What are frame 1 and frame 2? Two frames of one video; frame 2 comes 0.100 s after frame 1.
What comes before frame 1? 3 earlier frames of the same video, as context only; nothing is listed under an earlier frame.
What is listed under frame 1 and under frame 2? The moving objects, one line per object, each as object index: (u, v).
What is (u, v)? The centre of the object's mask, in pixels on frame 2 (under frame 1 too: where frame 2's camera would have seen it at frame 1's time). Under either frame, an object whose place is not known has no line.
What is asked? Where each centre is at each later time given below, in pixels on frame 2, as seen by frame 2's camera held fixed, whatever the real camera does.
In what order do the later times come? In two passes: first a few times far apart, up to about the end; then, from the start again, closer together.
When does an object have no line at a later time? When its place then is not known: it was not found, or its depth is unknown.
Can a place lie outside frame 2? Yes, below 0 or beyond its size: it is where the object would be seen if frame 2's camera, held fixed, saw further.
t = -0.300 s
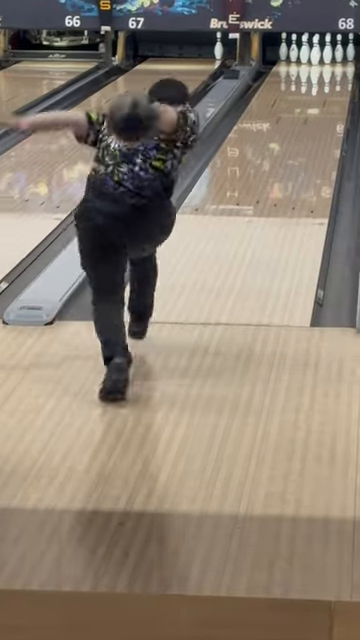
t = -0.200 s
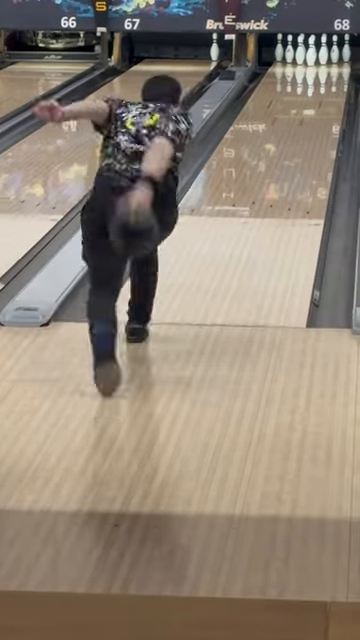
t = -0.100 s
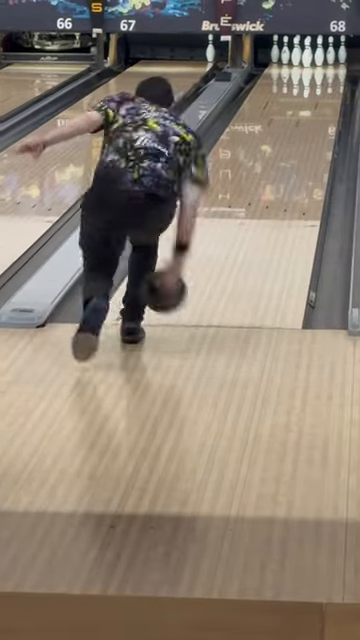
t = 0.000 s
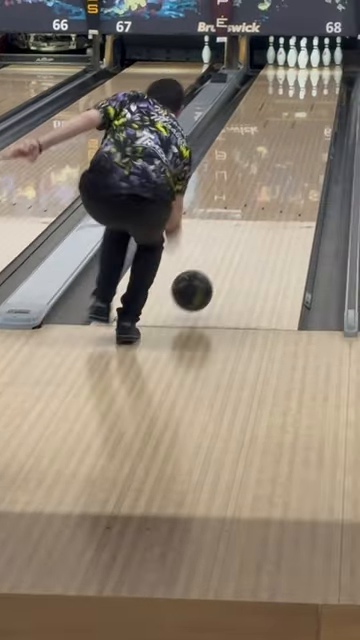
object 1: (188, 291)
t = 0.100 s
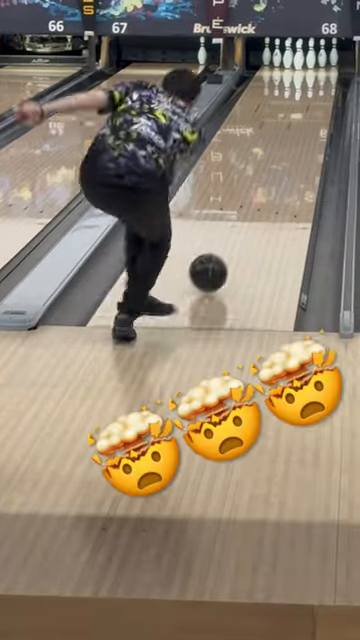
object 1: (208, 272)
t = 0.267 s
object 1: (236, 238)
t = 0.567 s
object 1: (274, 187)
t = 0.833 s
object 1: (295, 158)
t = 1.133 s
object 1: (316, 124)
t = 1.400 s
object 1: (325, 104)
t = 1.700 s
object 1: (325, 88)
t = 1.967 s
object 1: (318, 75)
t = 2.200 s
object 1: (307, 65)
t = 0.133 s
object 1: (214, 265)
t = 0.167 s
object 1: (220, 259)
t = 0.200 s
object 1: (226, 251)
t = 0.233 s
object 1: (231, 244)
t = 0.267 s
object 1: (236, 238)
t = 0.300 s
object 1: (241, 231)
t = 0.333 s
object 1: (246, 225)
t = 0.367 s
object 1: (250, 218)
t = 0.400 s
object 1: (255, 213)
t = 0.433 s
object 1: (259, 207)
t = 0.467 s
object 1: (263, 202)
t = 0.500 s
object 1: (266, 197)
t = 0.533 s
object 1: (270, 191)
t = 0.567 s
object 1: (274, 187)
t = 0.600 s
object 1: (277, 182)
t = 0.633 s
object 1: (280, 177)
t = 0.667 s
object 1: (283, 173)
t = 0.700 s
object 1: (286, 168)
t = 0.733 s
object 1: (288, 164)
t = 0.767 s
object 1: (292, 160)
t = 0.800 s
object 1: (294, 157)
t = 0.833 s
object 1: (295, 158)
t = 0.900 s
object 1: (303, 145)
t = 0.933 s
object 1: (304, 142)
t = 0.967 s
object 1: (306, 139)
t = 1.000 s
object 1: (308, 136)
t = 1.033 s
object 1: (310, 133)
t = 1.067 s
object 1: (312, 130)
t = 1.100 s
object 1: (314, 127)
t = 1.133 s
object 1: (316, 124)
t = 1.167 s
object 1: (317, 121)
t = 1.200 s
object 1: (318, 118)
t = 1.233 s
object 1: (320, 116)
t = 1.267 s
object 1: (321, 113)
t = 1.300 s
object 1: (322, 111)
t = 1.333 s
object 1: (323, 108)
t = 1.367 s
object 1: (324, 106)
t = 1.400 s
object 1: (325, 104)
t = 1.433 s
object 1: (325, 102)
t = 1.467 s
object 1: (325, 100)
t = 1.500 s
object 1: (326, 97)
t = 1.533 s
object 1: (326, 95)
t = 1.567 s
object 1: (326, 94)
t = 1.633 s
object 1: (326, 89)
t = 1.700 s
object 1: (325, 88)
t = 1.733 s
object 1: (325, 85)
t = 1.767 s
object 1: (324, 84)
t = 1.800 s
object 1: (323, 82)
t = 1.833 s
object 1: (323, 81)
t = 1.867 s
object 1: (321, 79)
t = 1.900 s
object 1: (320, 77)
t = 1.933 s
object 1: (319, 76)
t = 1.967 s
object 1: (318, 75)
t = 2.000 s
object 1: (317, 73)
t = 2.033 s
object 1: (315, 71)
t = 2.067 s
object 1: (313, 70)
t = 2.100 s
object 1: (311, 69)
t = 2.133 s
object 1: (310, 67)
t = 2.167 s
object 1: (309, 66)
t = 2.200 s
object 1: (307, 65)
